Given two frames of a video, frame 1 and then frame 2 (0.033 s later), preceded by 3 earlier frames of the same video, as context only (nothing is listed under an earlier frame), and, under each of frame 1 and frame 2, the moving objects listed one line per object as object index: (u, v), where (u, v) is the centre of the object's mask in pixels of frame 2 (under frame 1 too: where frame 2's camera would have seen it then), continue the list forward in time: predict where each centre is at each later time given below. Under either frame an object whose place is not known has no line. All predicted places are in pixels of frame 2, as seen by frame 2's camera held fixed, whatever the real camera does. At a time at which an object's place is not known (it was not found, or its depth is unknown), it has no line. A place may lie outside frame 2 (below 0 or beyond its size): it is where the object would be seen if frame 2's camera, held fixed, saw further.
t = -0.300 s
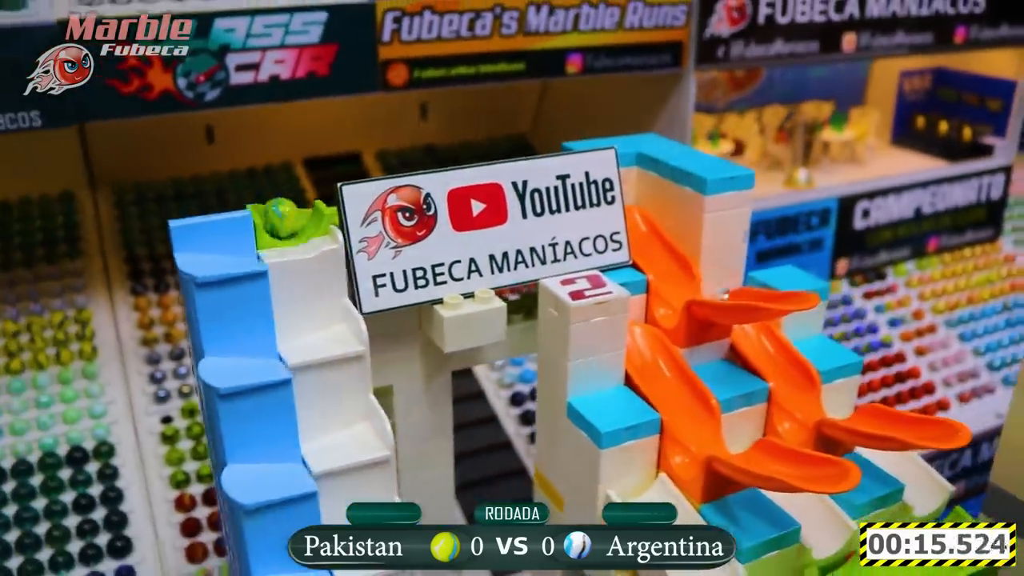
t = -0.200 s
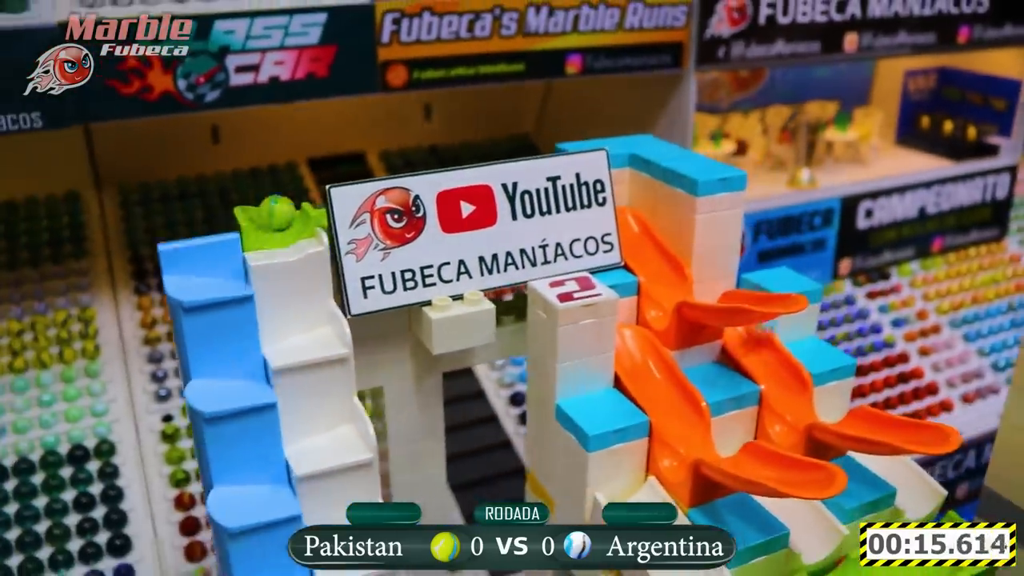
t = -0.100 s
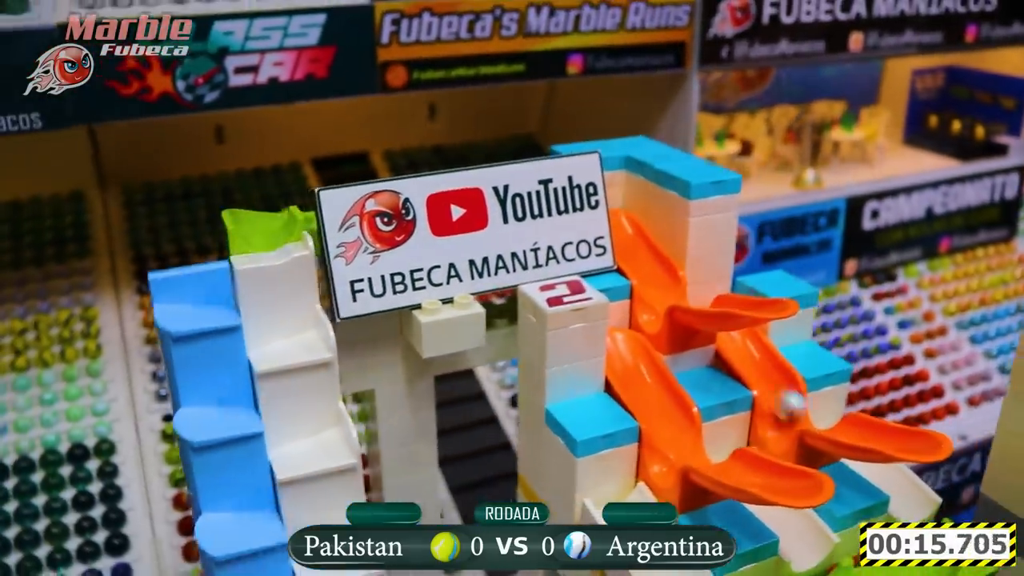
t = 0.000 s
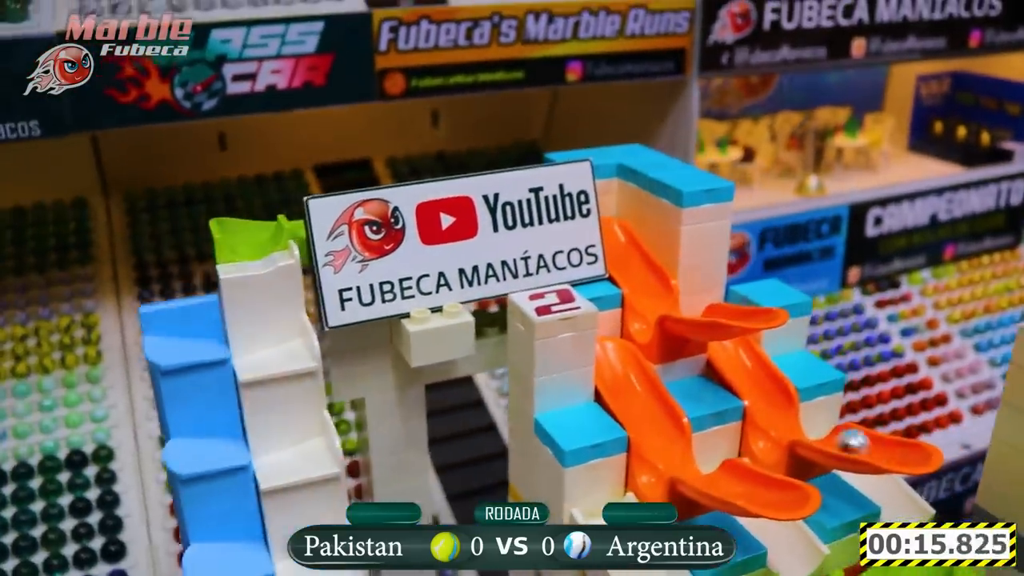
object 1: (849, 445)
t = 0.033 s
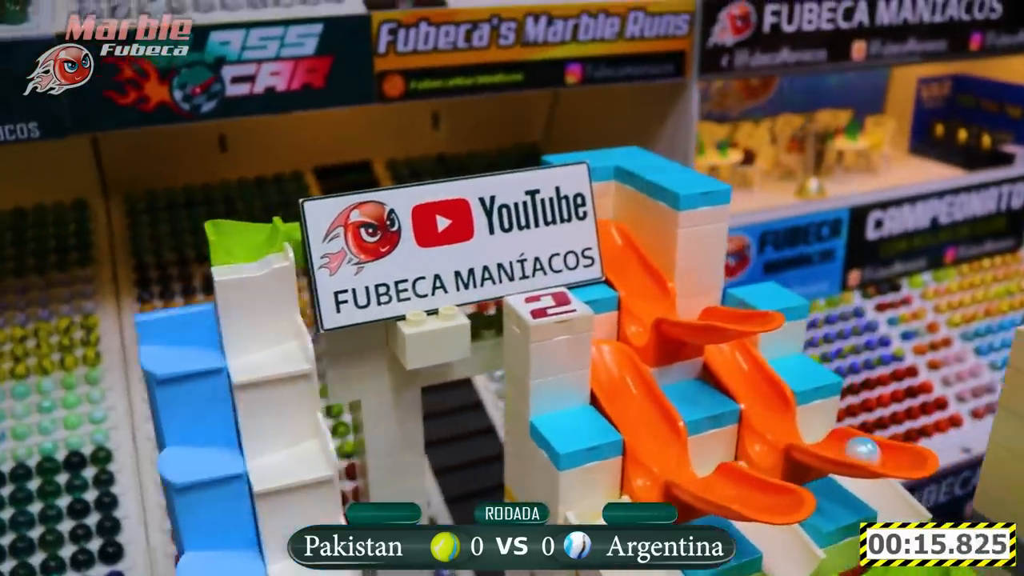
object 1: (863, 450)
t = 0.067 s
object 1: (871, 451)
